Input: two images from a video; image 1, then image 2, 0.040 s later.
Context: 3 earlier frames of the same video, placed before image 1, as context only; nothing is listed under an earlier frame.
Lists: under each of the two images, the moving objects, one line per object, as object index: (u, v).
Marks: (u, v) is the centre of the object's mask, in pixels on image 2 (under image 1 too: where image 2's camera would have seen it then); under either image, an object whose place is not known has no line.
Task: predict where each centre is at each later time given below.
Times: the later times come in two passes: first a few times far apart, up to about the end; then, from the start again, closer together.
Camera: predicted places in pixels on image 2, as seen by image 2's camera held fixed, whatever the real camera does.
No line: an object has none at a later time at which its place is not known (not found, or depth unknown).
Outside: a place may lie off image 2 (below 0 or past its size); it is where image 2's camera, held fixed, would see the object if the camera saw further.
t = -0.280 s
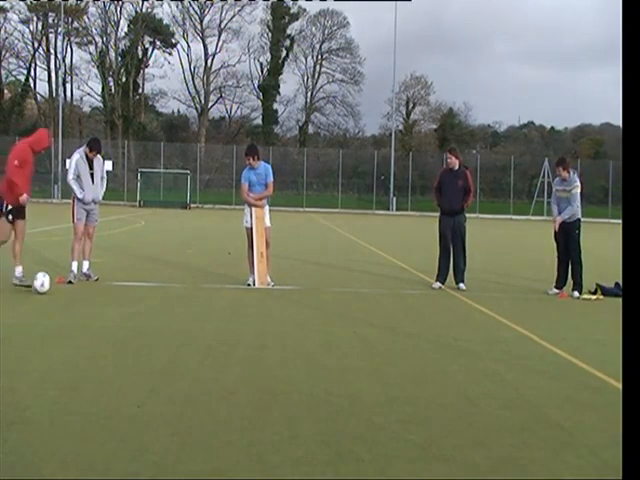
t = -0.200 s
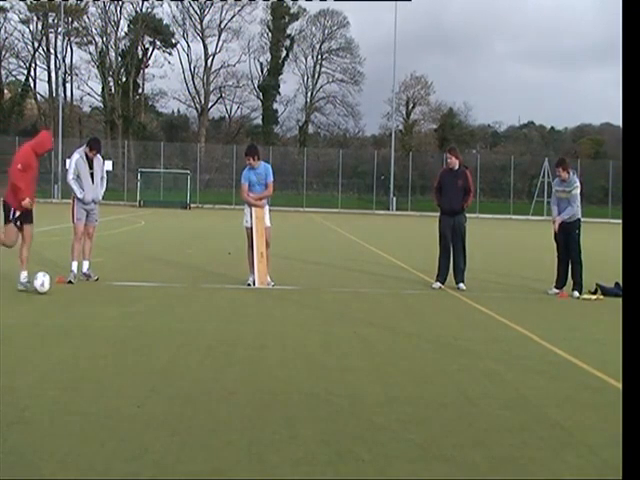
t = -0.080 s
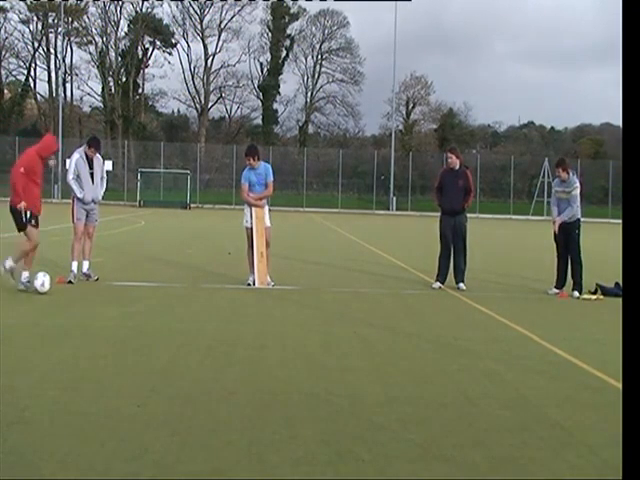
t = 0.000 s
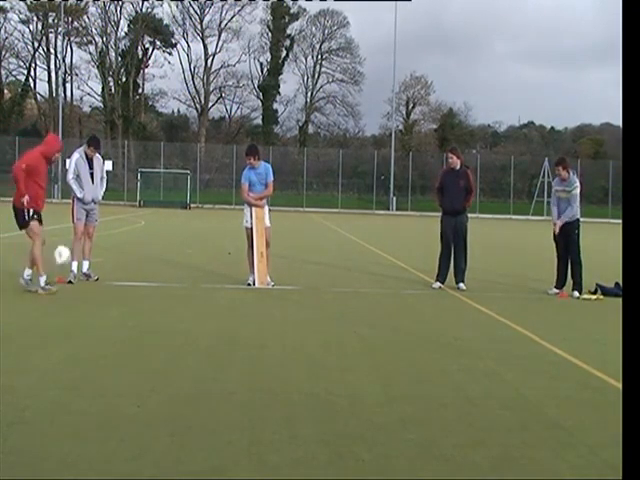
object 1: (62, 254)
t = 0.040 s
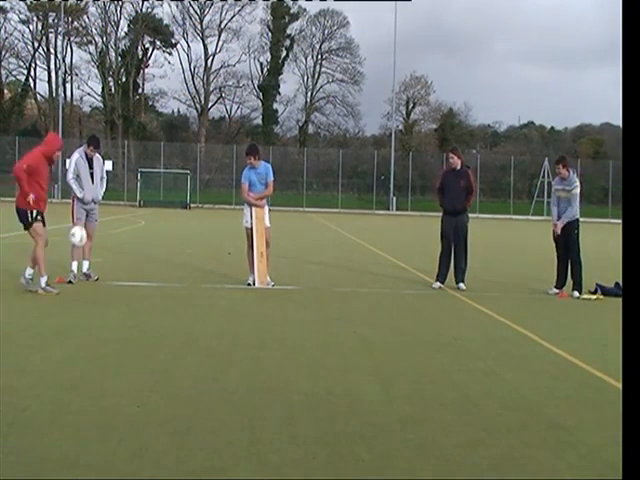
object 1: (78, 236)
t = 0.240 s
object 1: (161, 158)
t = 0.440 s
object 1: (245, 117)
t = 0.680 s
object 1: (347, 116)
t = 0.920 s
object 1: (446, 173)
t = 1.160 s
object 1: (545, 285)
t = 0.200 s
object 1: (145, 171)
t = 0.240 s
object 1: (161, 158)
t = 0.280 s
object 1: (178, 147)
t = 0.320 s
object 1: (195, 137)
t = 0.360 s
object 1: (211, 130)
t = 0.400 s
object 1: (229, 123)
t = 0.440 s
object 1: (245, 117)
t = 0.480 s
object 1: (261, 114)
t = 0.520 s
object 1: (279, 110)
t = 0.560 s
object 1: (296, 110)
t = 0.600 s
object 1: (312, 110)
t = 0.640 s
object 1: (330, 113)
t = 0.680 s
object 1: (347, 116)
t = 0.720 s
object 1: (363, 122)
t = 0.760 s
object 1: (380, 129)
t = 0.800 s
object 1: (396, 138)
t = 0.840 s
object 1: (413, 148)
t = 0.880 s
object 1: (430, 160)
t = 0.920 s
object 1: (446, 173)
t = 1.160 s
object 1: (545, 285)
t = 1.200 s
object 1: (561, 304)
